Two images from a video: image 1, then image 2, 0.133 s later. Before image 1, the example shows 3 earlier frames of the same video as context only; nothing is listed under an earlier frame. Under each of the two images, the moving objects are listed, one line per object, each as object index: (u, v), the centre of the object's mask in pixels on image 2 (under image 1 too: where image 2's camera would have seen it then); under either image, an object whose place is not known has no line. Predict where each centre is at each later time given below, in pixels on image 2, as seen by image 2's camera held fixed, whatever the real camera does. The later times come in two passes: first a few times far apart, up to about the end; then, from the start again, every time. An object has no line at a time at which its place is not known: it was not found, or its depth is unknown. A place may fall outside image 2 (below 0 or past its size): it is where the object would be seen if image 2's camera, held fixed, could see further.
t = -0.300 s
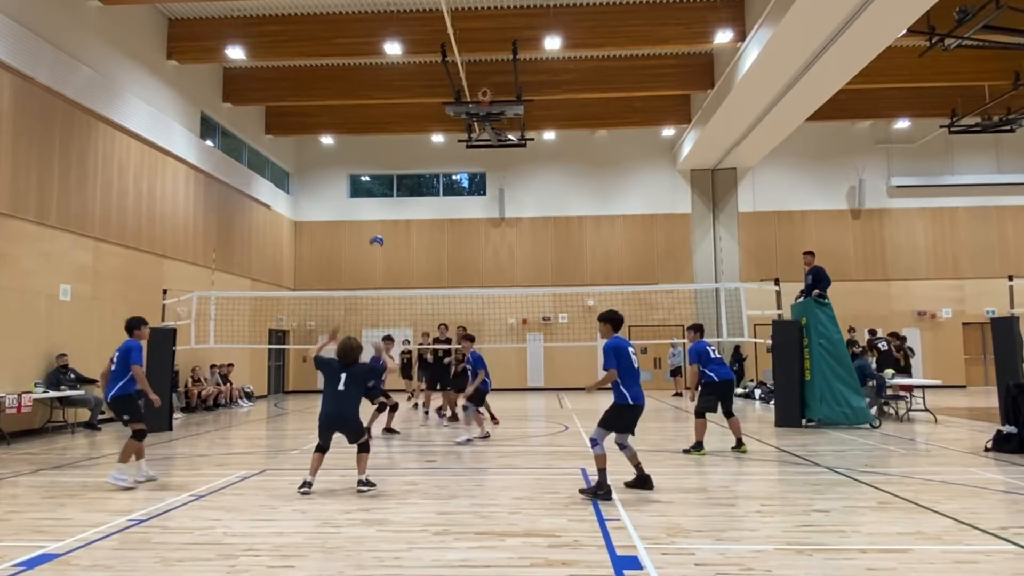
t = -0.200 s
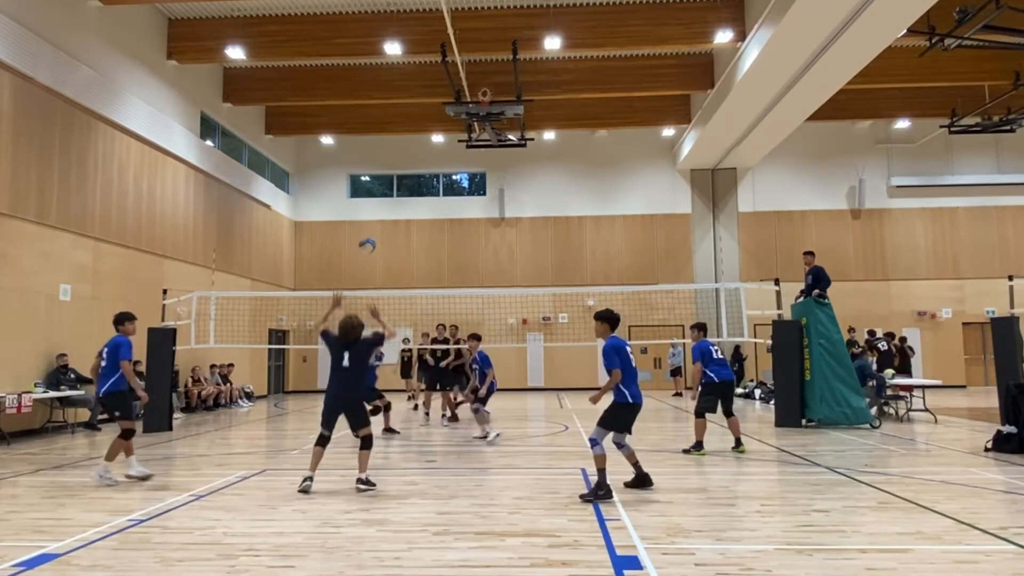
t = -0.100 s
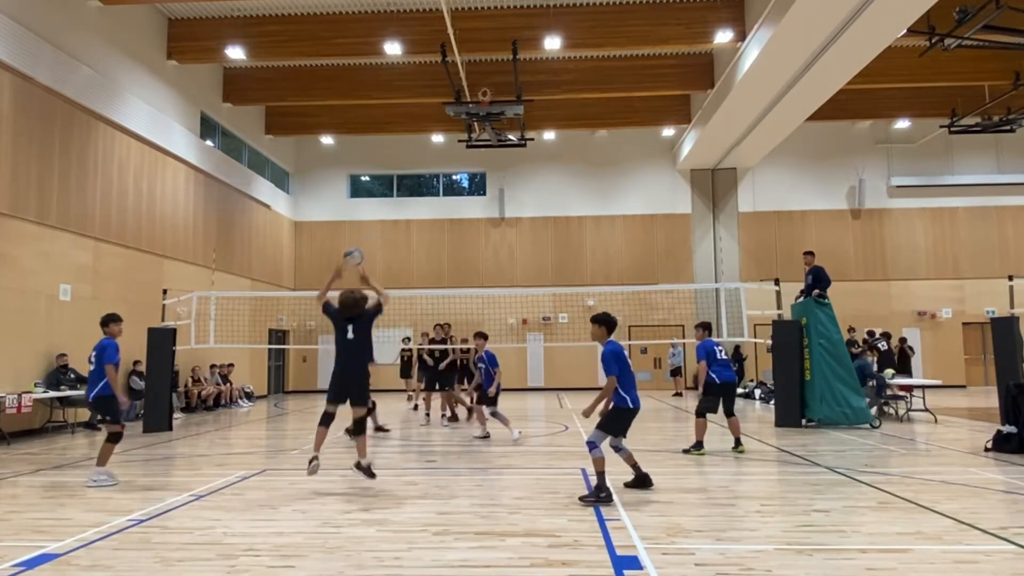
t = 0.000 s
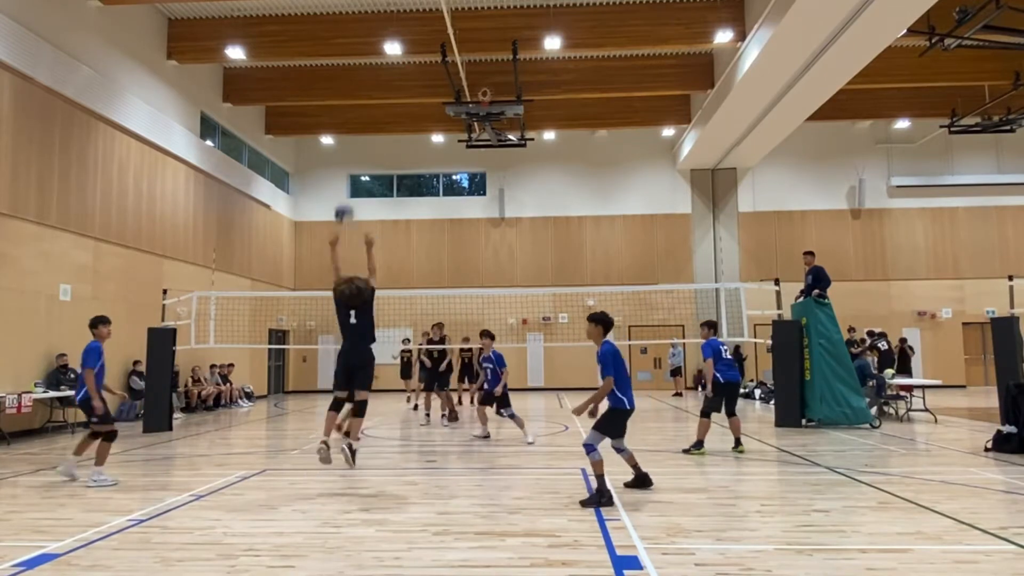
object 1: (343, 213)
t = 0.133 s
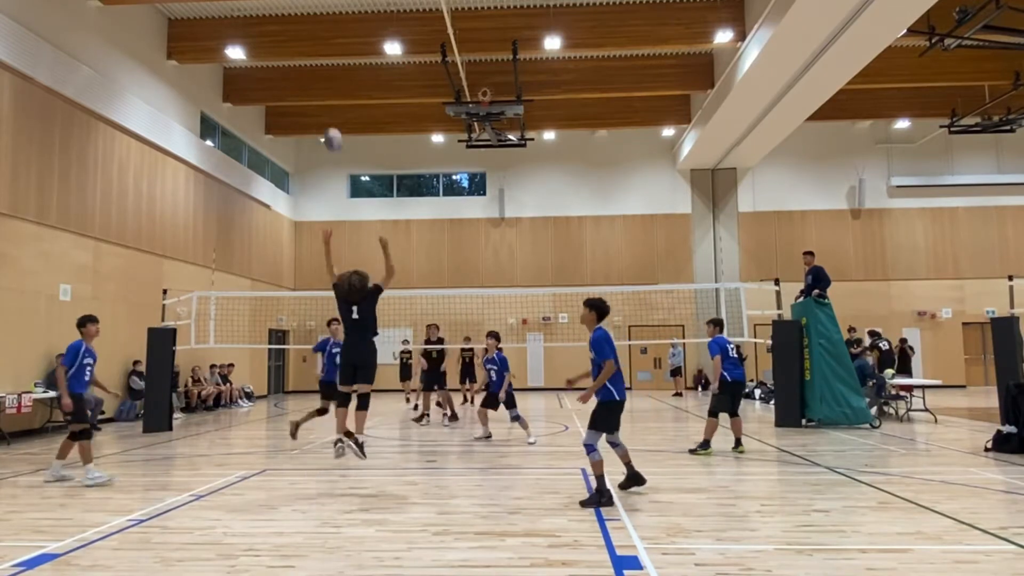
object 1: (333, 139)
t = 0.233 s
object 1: (323, 97)
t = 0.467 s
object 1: (304, 40)
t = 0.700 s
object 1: (285, 30)
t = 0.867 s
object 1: (271, 49)
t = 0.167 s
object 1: (329, 124)
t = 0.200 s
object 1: (326, 110)
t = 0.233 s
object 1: (323, 97)
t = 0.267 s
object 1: (321, 86)
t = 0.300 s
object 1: (318, 76)
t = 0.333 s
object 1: (316, 66)
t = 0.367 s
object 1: (312, 59)
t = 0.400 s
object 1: (309, 51)
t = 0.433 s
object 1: (307, 45)
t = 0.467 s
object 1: (304, 40)
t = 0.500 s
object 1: (301, 35)
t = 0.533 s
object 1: (299, 33)
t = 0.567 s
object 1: (295, 30)
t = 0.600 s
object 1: (292, 29)
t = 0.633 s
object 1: (289, 28)
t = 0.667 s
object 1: (288, 28)
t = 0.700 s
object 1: (285, 30)
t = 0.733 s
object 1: (282, 32)
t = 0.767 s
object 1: (279, 35)
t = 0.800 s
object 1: (276, 39)
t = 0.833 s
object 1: (274, 43)
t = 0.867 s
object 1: (271, 49)
